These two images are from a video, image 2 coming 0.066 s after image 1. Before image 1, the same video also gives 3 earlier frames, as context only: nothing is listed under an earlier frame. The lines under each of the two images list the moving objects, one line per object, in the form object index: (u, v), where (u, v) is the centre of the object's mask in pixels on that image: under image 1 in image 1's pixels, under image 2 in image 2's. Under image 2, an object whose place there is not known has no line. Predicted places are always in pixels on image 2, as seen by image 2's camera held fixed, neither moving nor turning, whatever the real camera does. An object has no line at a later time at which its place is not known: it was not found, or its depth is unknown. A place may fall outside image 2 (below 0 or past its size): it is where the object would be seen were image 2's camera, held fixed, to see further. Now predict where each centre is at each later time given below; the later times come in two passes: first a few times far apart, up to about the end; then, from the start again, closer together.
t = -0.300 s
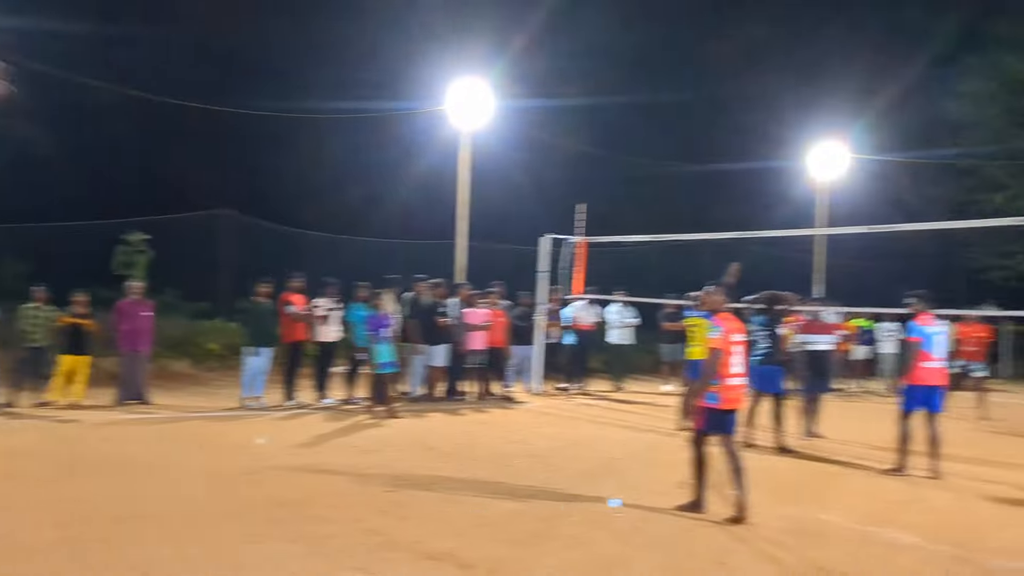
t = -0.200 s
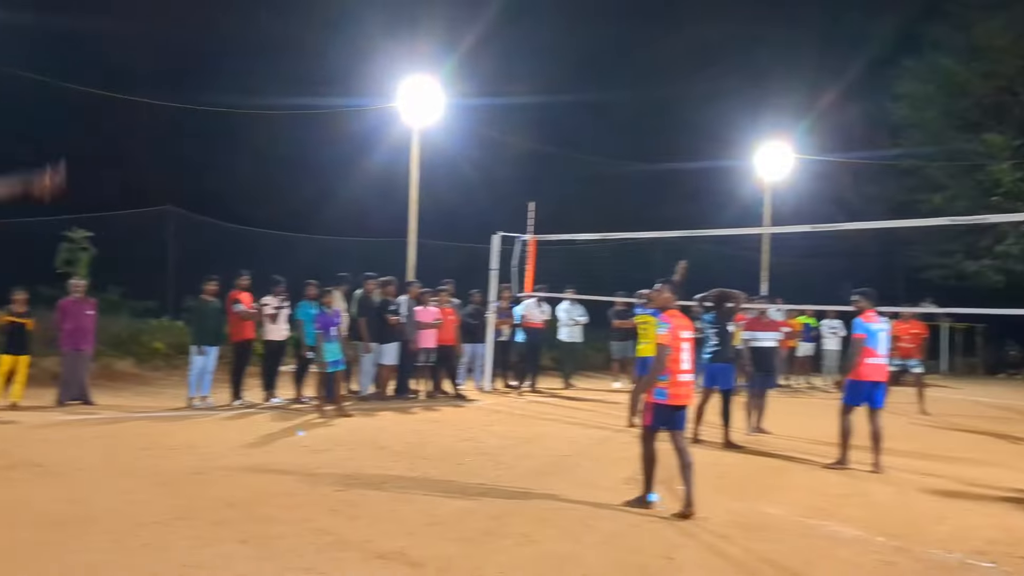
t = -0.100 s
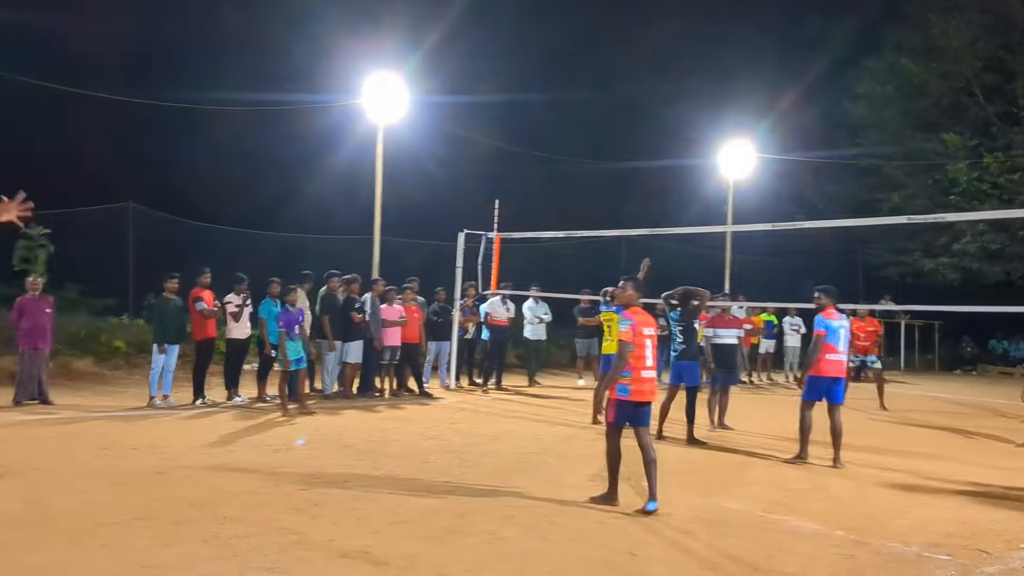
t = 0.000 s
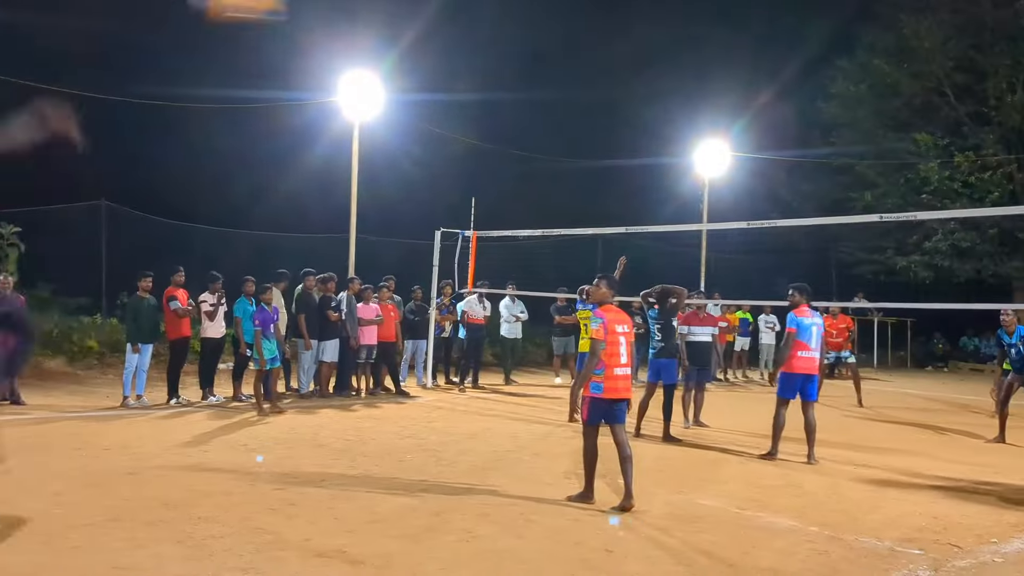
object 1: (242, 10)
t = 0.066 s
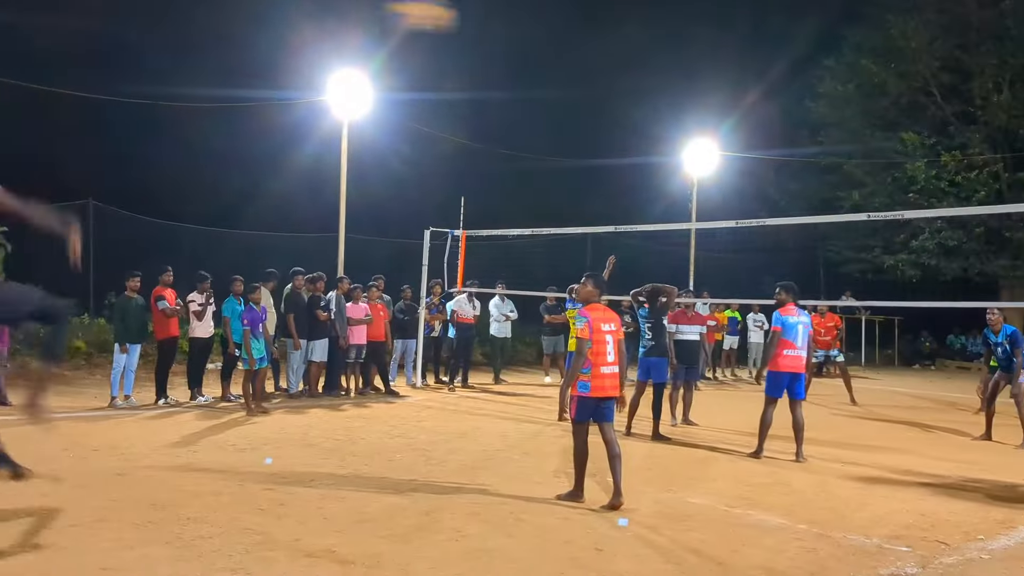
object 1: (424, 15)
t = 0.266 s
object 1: (765, 88)
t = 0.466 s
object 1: (944, 183)
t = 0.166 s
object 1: (624, 47)
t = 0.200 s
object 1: (677, 59)
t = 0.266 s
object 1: (765, 88)
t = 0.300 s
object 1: (803, 103)
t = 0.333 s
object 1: (837, 118)
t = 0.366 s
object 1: (868, 133)
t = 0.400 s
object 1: (896, 149)
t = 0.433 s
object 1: (922, 166)
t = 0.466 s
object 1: (944, 183)
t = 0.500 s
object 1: (964, 197)
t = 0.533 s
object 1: (984, 220)
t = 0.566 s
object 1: (1002, 234)
